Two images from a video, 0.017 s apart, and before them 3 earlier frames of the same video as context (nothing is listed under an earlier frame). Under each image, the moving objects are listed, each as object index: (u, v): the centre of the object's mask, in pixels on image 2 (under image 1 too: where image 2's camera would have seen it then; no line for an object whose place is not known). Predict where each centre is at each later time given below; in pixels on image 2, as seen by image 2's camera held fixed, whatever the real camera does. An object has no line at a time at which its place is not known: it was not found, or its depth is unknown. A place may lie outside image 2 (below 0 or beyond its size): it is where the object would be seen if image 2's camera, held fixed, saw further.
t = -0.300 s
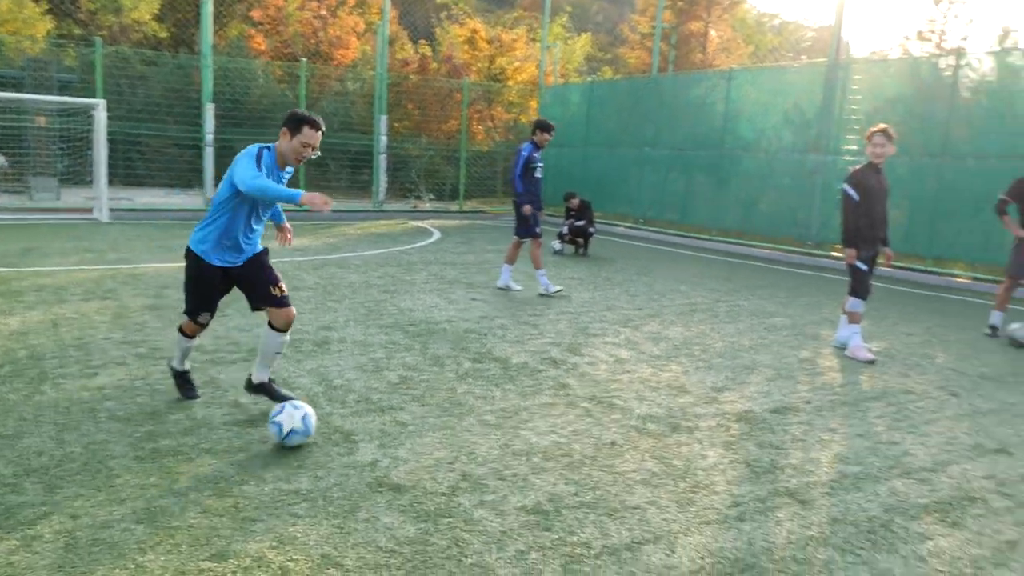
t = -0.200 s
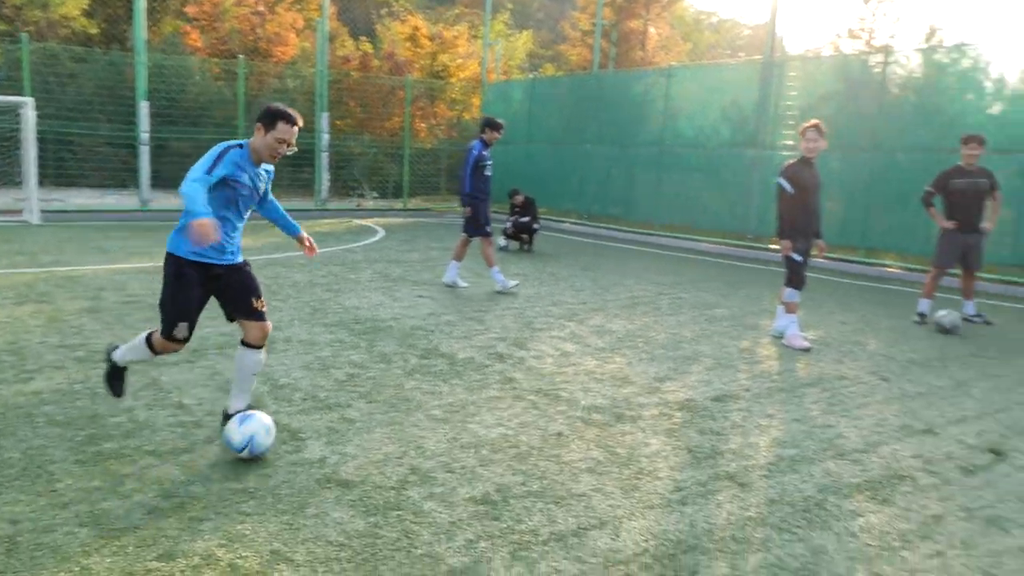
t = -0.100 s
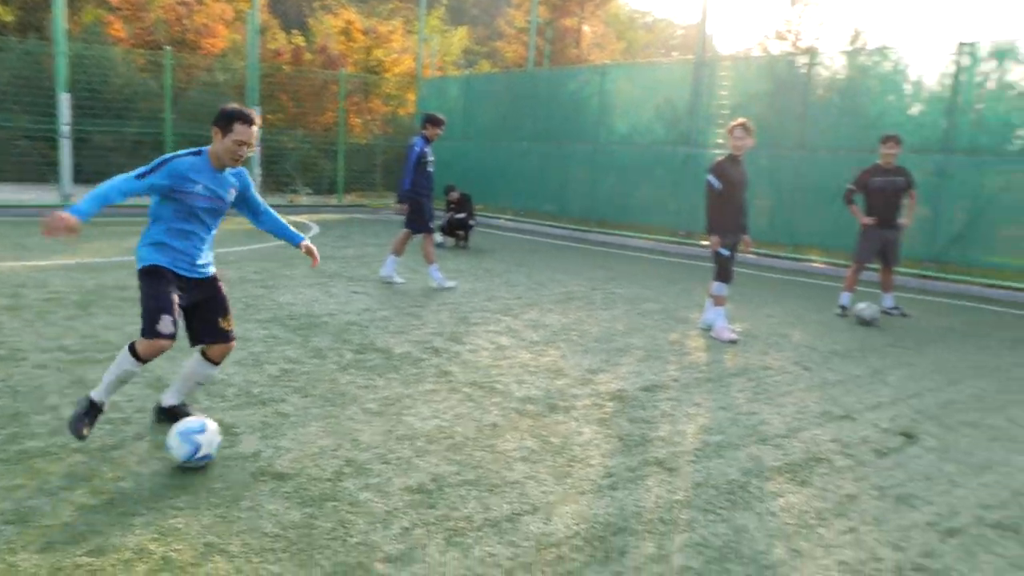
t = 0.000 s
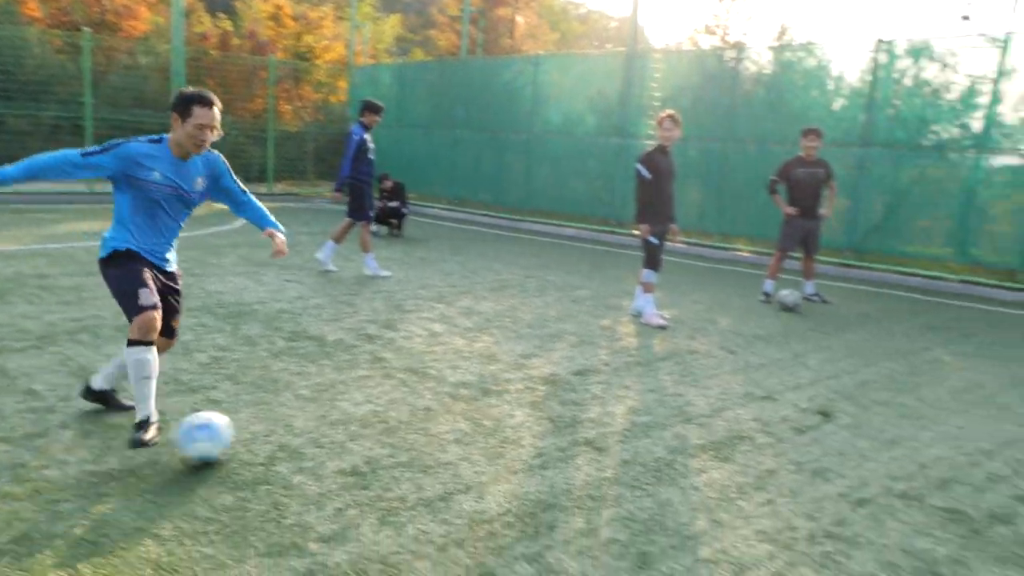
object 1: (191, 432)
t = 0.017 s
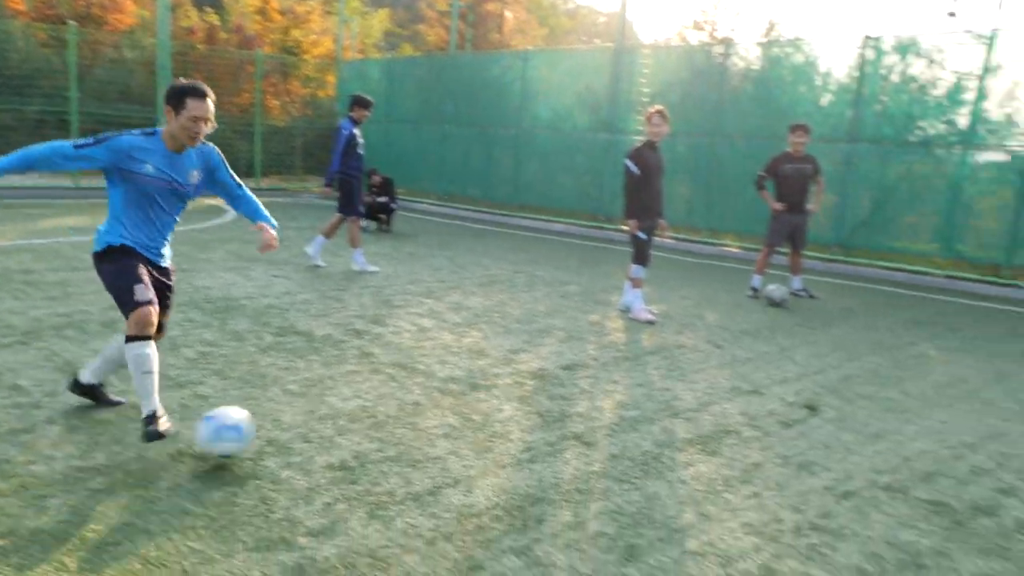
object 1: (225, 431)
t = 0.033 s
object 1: (256, 431)
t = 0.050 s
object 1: (289, 431)
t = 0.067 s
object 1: (322, 434)
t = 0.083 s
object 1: (354, 436)
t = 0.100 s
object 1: (387, 439)
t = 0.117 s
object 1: (419, 442)
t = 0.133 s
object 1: (452, 446)
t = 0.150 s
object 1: (484, 451)
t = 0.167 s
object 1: (518, 457)
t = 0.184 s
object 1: (547, 456)
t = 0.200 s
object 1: (575, 456)
